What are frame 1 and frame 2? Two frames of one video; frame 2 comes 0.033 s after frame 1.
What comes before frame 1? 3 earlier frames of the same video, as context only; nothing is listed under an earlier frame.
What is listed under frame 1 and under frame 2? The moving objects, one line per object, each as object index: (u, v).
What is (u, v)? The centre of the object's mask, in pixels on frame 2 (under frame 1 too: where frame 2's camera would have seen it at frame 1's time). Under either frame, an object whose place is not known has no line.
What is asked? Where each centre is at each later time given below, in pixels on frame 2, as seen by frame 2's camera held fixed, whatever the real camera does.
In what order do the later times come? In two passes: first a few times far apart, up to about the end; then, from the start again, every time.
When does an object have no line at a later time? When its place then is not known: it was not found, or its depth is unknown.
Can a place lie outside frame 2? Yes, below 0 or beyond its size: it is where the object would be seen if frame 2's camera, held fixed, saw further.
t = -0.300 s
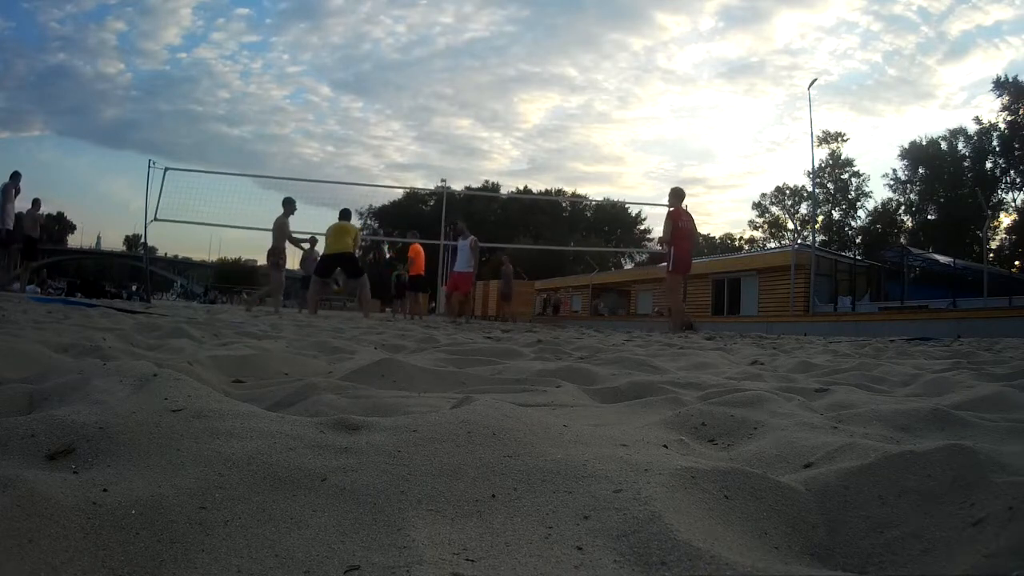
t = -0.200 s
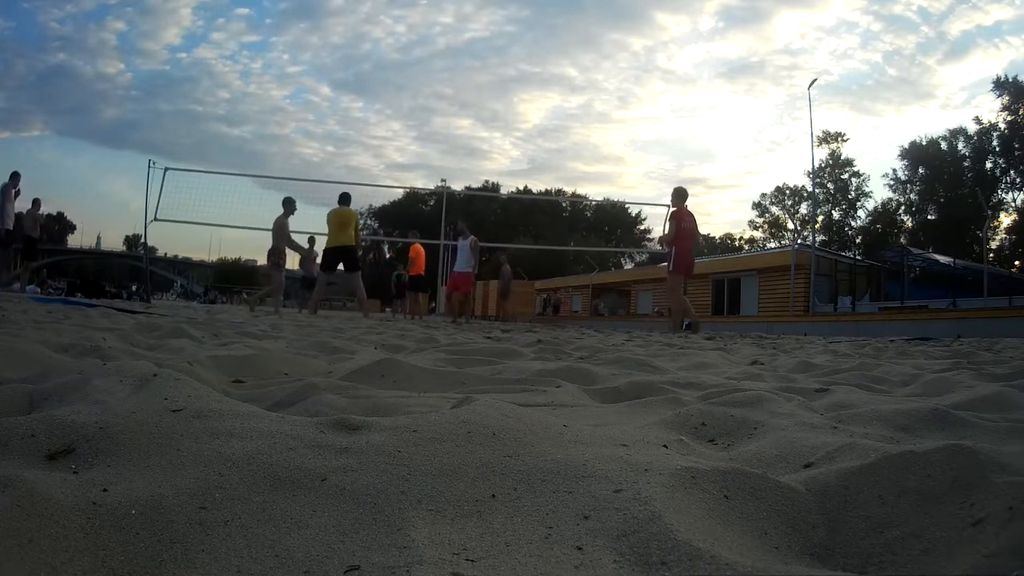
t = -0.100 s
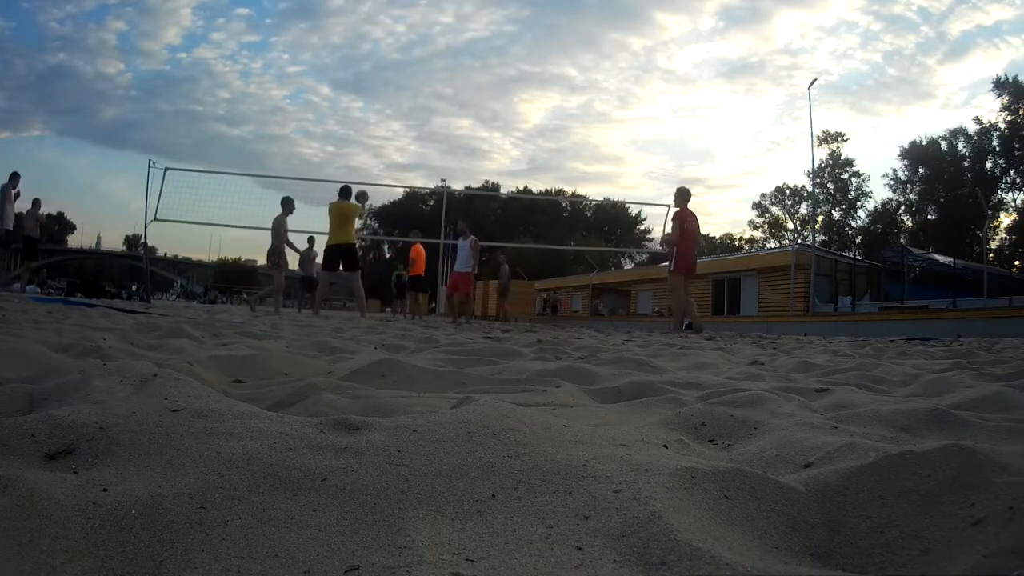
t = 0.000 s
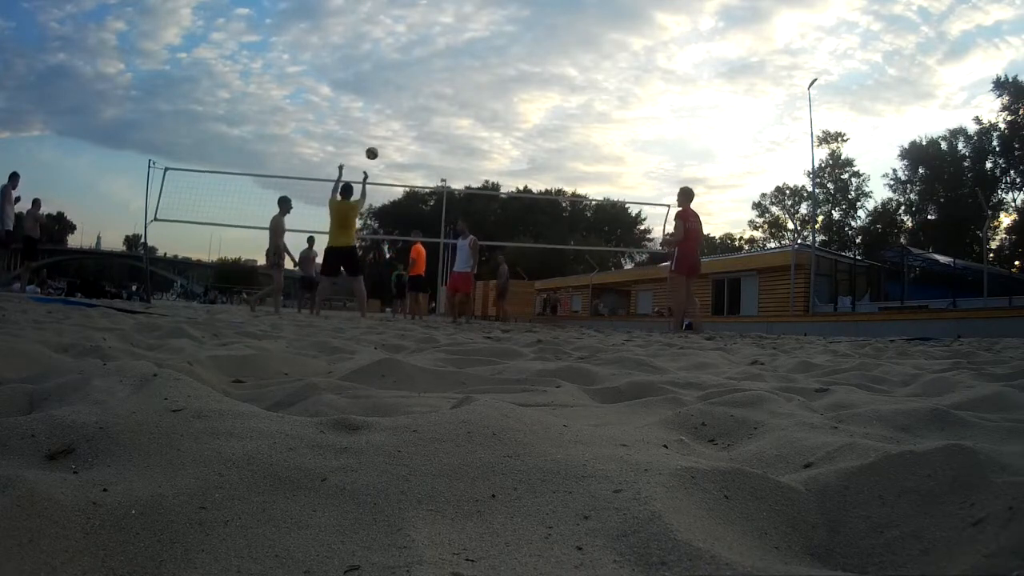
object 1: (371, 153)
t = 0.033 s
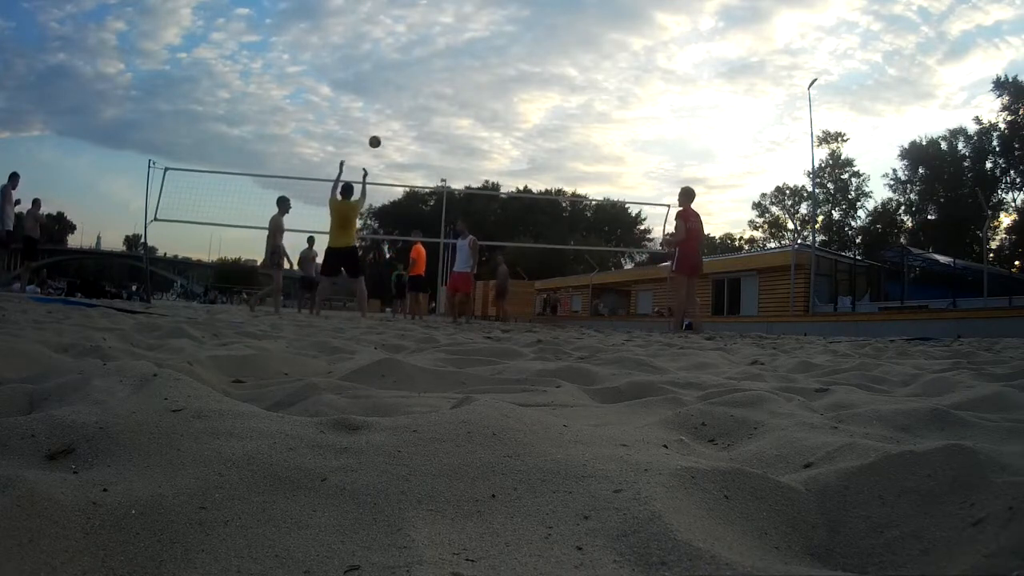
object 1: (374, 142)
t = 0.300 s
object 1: (393, 87)
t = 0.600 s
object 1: (402, 78)
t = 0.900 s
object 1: (406, 104)
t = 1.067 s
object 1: (405, 129)
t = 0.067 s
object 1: (377, 131)
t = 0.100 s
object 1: (380, 122)
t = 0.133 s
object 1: (383, 114)
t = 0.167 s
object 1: (385, 107)
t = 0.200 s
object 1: (387, 101)
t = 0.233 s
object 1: (389, 95)
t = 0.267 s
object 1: (391, 91)
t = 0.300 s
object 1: (393, 87)
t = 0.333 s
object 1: (394, 84)
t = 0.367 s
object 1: (396, 81)
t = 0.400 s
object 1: (397, 79)
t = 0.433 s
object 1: (398, 78)
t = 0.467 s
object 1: (399, 77)
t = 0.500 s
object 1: (400, 77)
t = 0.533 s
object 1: (401, 77)
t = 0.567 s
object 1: (402, 77)
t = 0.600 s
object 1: (402, 78)
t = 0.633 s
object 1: (403, 80)
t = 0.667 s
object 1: (404, 82)
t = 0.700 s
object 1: (404, 84)
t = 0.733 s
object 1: (405, 86)
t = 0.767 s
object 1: (405, 89)
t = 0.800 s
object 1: (405, 92)
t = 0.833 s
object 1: (405, 96)
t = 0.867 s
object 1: (406, 100)
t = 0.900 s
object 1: (406, 104)
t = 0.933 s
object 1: (406, 108)
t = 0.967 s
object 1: (406, 113)
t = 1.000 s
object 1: (406, 118)
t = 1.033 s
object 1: (406, 123)
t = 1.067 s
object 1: (405, 129)
